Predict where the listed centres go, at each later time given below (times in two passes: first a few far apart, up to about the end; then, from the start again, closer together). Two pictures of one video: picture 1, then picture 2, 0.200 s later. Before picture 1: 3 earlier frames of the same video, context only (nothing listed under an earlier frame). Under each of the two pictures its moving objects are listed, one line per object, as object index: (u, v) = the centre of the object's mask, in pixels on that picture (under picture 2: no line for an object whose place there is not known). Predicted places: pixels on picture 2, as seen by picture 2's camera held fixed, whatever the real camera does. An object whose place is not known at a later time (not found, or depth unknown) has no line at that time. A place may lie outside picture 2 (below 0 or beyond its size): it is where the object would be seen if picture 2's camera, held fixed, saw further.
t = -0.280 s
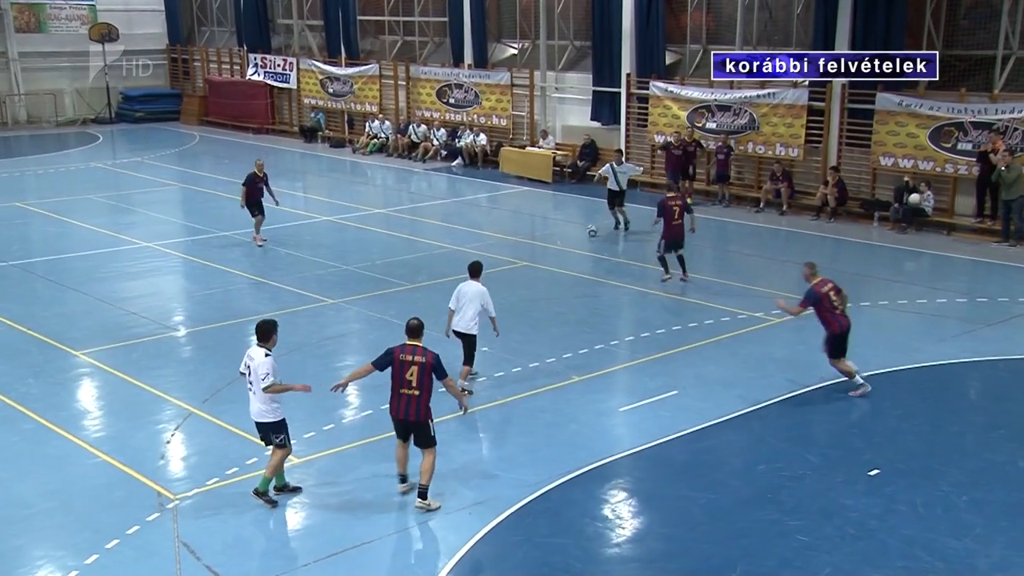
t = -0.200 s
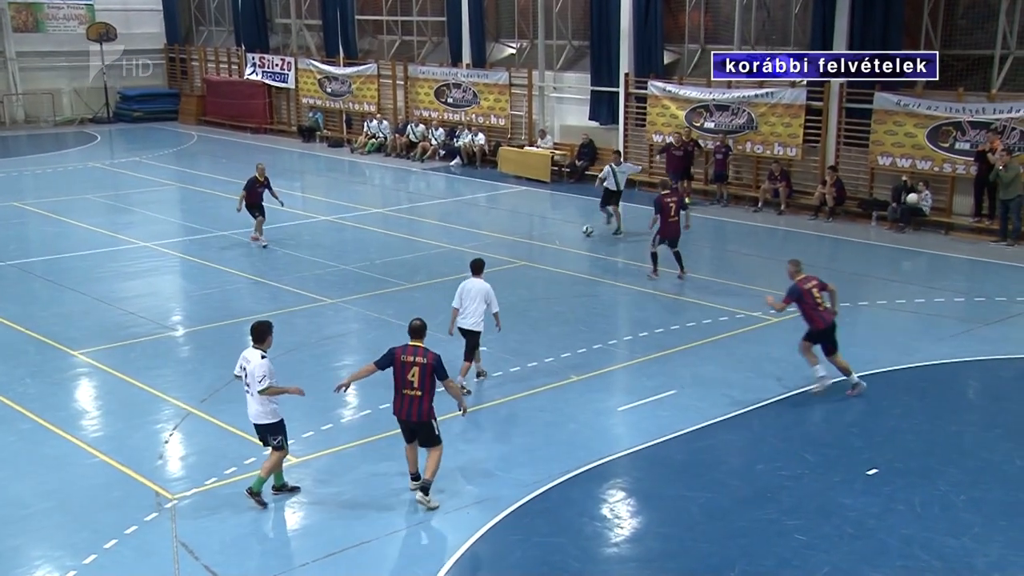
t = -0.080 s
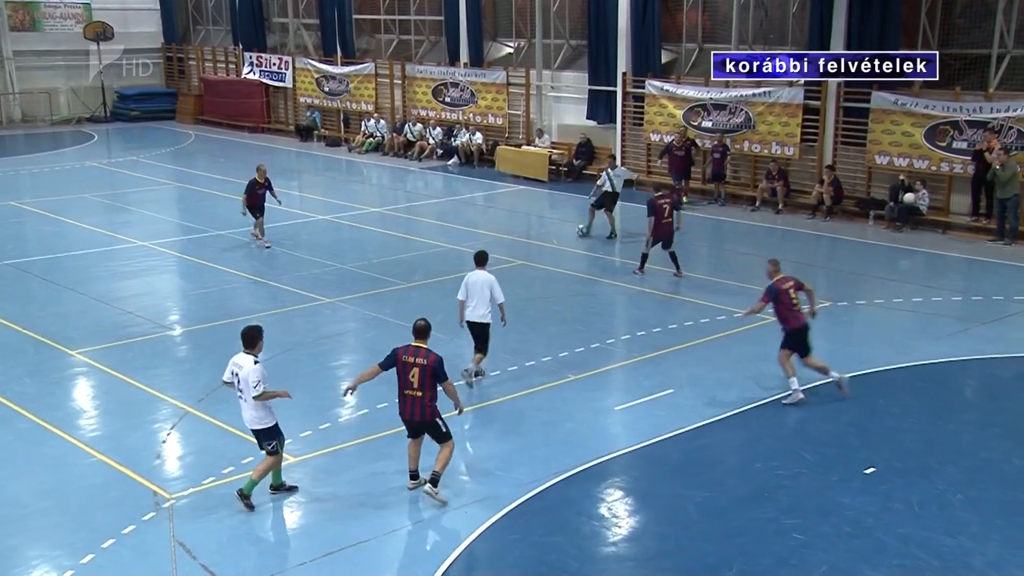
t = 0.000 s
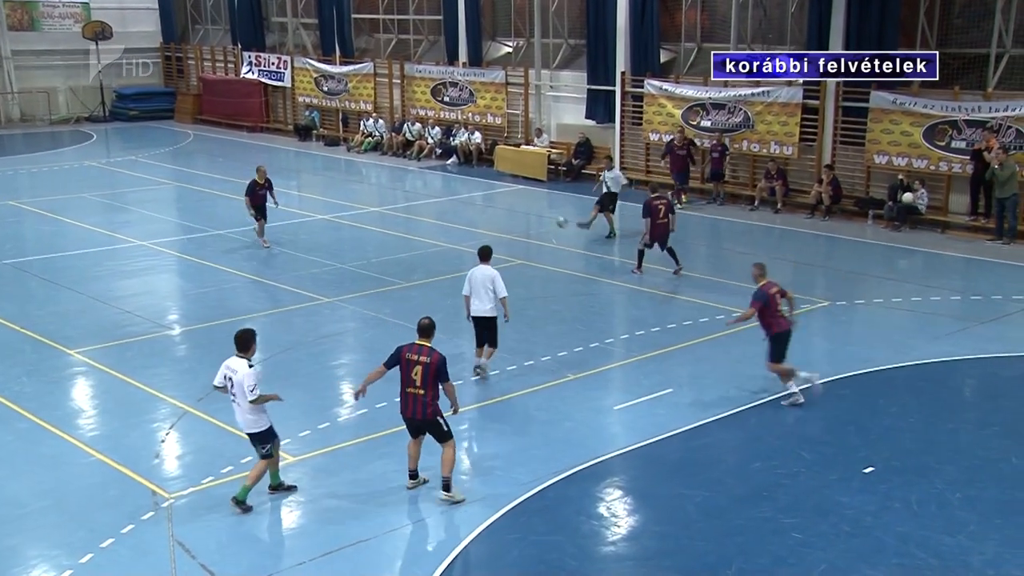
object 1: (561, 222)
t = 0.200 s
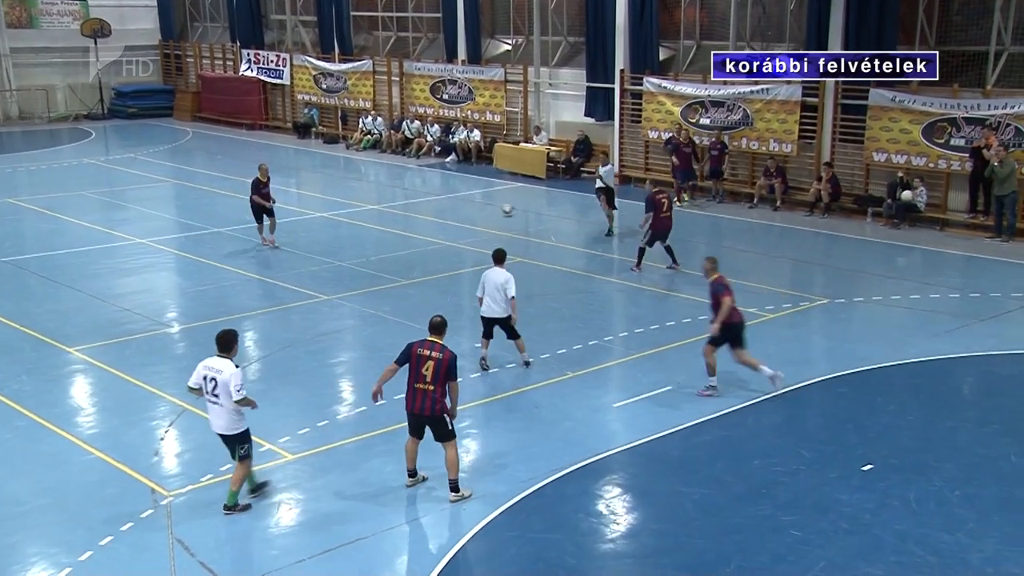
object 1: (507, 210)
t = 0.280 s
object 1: (484, 212)
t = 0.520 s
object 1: (404, 248)
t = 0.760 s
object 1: (292, 355)
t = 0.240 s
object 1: (498, 211)
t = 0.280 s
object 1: (484, 212)
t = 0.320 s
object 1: (472, 214)
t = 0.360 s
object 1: (459, 219)
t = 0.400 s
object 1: (446, 224)
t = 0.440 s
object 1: (434, 230)
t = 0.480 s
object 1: (418, 237)
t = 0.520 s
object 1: (404, 248)
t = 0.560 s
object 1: (388, 259)
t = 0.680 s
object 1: (335, 309)
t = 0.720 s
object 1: (314, 331)
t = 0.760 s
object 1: (292, 355)
